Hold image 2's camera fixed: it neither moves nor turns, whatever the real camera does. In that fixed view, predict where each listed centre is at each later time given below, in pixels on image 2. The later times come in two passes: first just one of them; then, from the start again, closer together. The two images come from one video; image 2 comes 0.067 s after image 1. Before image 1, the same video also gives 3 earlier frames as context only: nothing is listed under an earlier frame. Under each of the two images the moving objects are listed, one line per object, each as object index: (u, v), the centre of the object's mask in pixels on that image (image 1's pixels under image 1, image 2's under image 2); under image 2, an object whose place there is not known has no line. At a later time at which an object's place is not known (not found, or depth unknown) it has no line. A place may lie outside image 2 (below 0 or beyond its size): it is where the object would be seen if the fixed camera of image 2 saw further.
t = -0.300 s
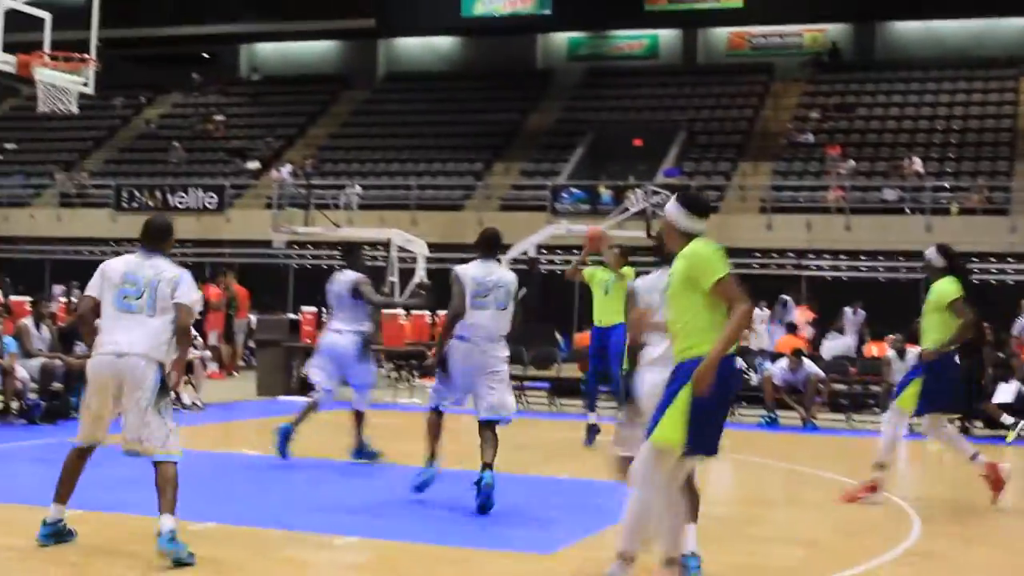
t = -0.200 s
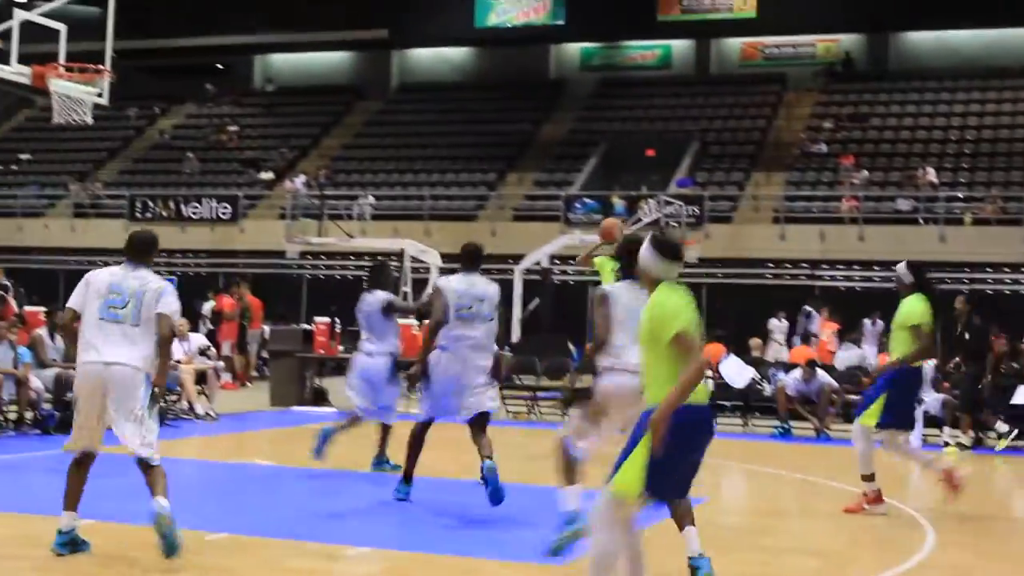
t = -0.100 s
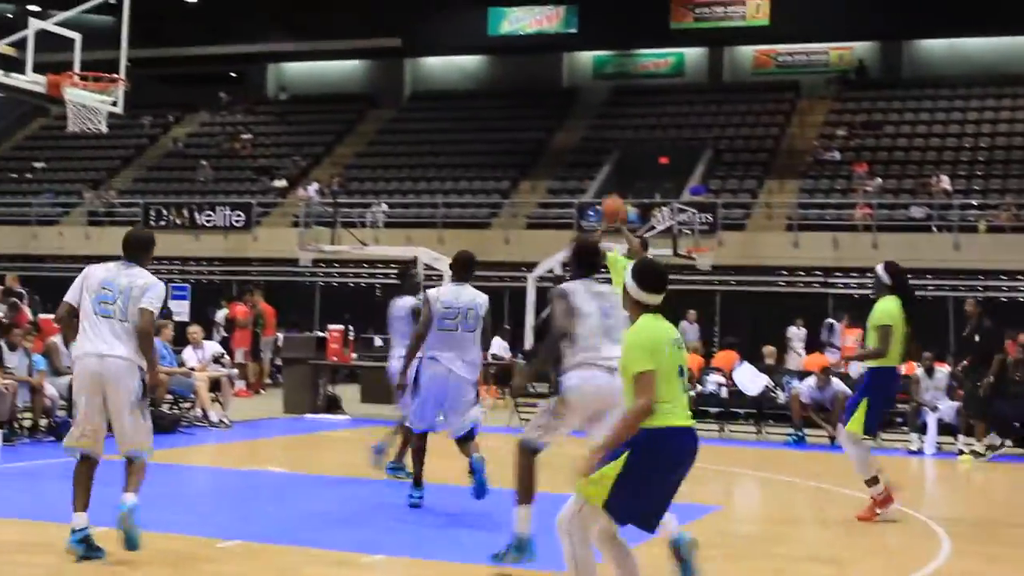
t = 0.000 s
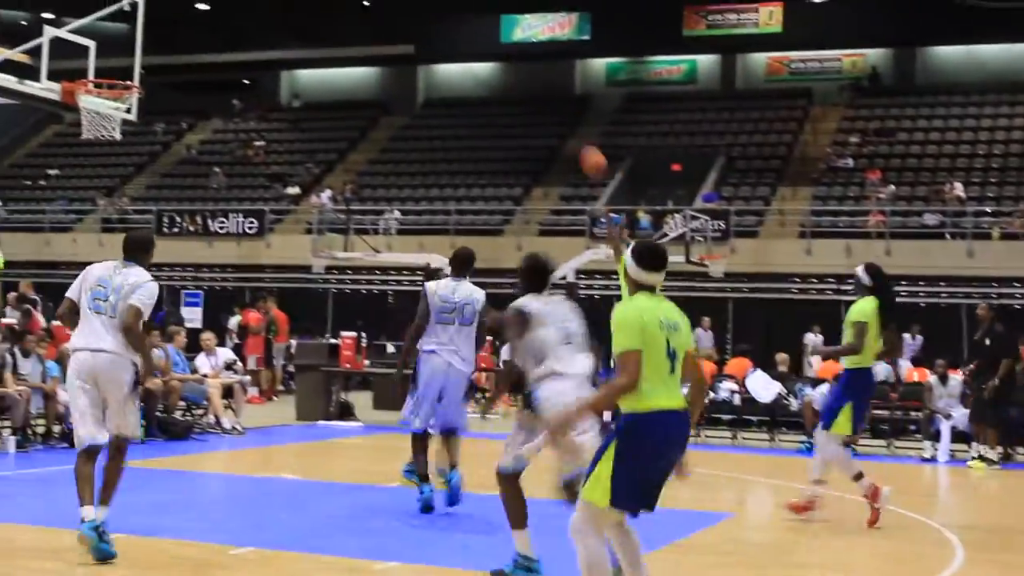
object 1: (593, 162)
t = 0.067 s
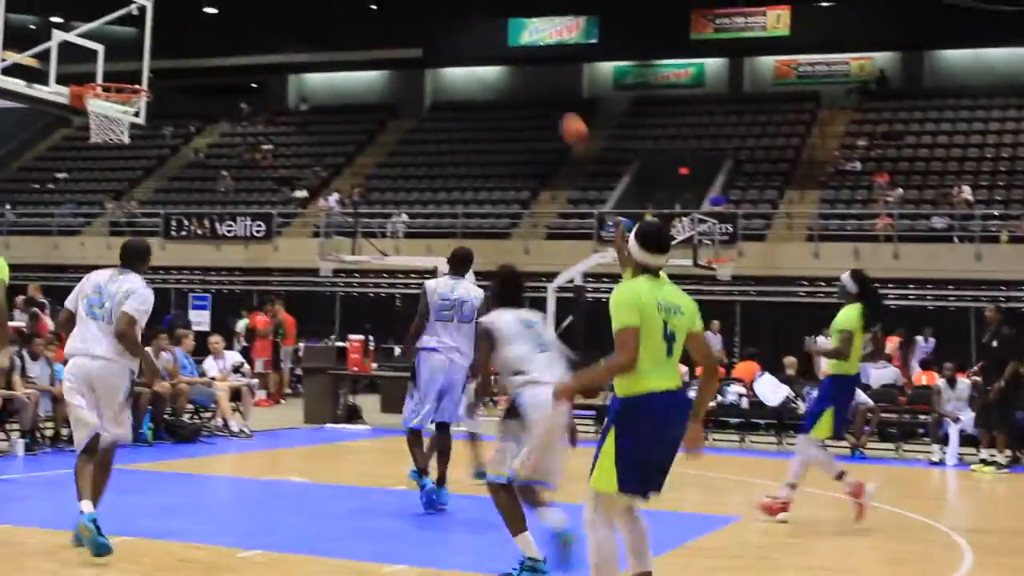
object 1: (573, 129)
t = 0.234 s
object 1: (502, 55)
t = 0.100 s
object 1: (559, 113)
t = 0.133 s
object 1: (544, 97)
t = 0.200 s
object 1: (516, 69)
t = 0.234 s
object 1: (502, 55)
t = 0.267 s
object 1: (487, 45)
